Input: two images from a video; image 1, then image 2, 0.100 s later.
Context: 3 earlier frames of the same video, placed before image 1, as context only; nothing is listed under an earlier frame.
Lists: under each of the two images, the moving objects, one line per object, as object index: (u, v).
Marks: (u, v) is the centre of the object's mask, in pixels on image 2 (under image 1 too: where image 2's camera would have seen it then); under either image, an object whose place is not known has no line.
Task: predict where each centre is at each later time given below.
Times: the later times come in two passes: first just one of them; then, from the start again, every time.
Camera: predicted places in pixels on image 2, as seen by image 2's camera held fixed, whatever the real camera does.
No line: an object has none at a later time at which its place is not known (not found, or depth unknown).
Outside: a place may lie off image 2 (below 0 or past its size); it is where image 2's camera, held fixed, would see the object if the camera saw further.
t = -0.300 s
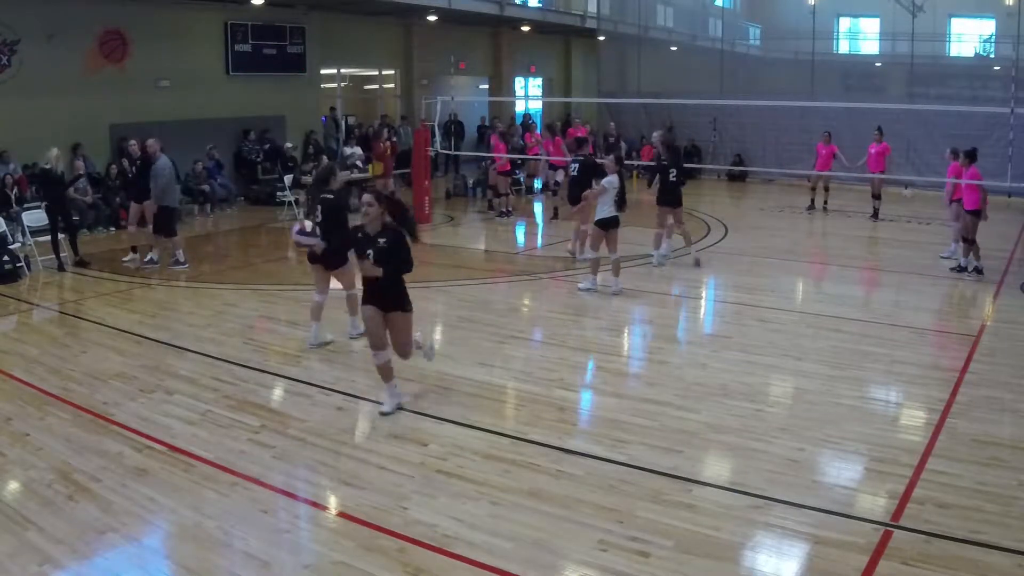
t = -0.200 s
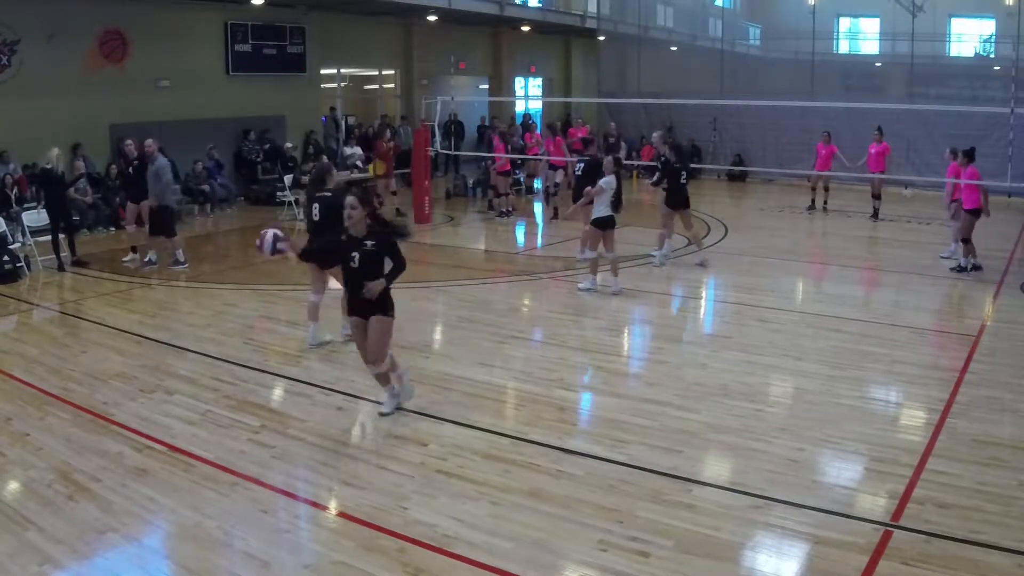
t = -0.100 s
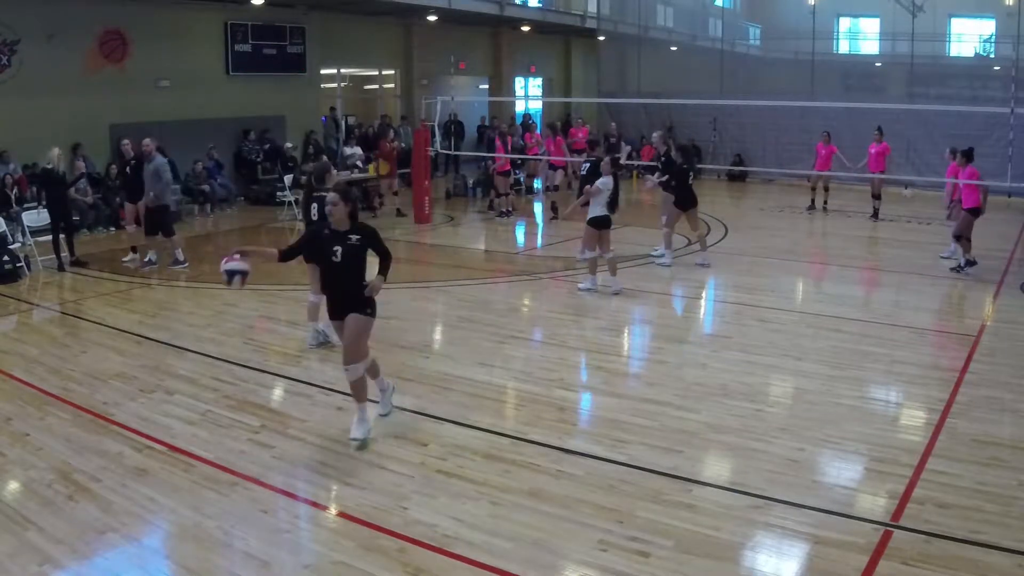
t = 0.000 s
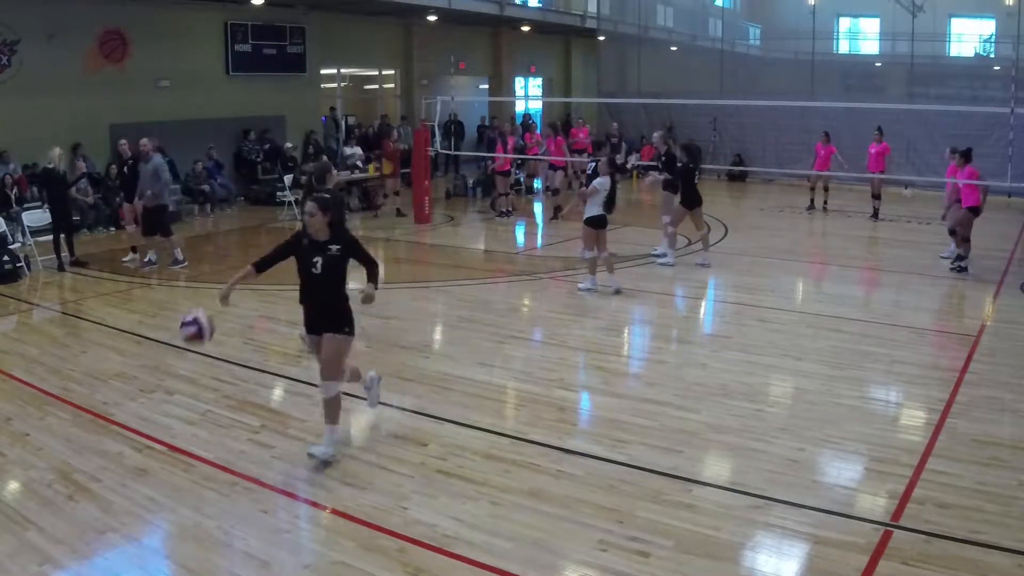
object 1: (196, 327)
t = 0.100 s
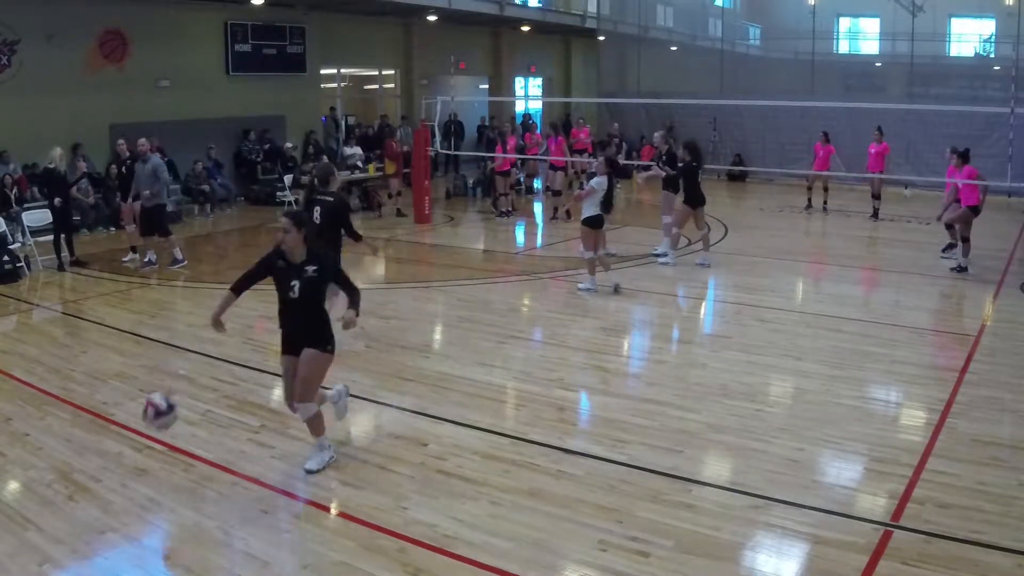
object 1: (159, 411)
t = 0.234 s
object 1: (119, 464)
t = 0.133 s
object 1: (148, 443)
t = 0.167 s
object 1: (136, 477)
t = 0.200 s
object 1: (128, 481)
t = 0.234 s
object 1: (119, 464)
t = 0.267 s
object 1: (110, 449)
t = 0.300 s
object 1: (102, 434)
